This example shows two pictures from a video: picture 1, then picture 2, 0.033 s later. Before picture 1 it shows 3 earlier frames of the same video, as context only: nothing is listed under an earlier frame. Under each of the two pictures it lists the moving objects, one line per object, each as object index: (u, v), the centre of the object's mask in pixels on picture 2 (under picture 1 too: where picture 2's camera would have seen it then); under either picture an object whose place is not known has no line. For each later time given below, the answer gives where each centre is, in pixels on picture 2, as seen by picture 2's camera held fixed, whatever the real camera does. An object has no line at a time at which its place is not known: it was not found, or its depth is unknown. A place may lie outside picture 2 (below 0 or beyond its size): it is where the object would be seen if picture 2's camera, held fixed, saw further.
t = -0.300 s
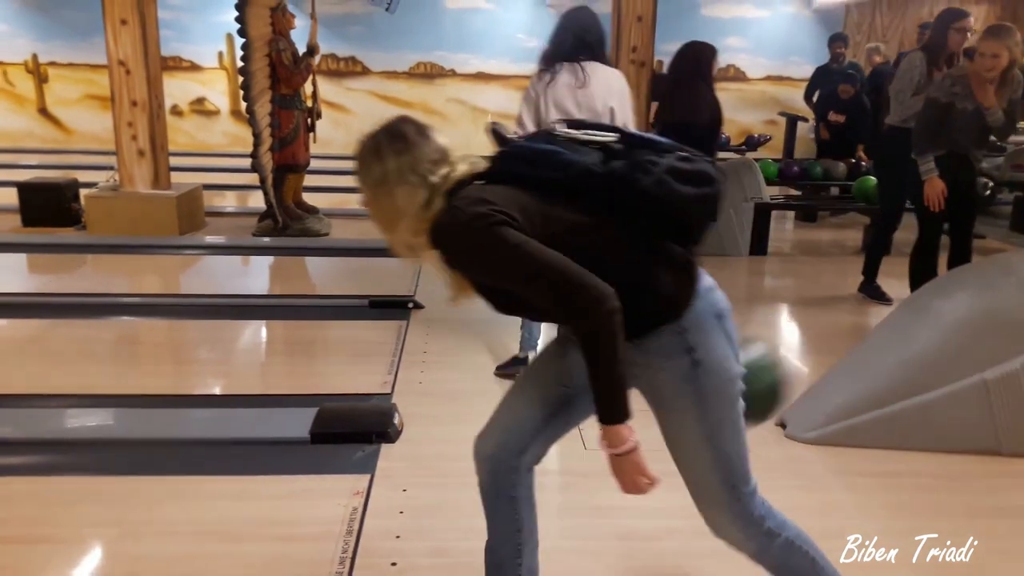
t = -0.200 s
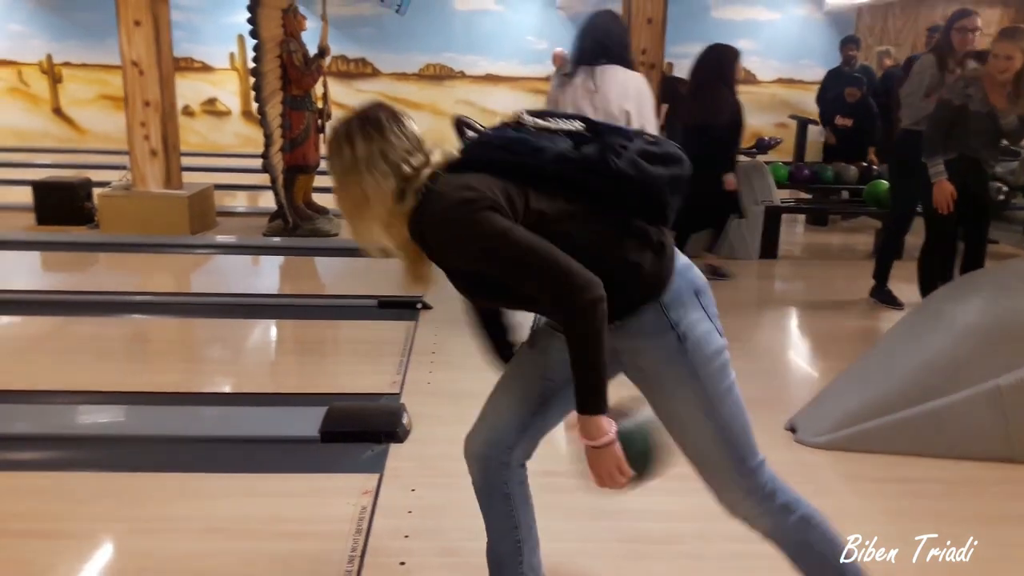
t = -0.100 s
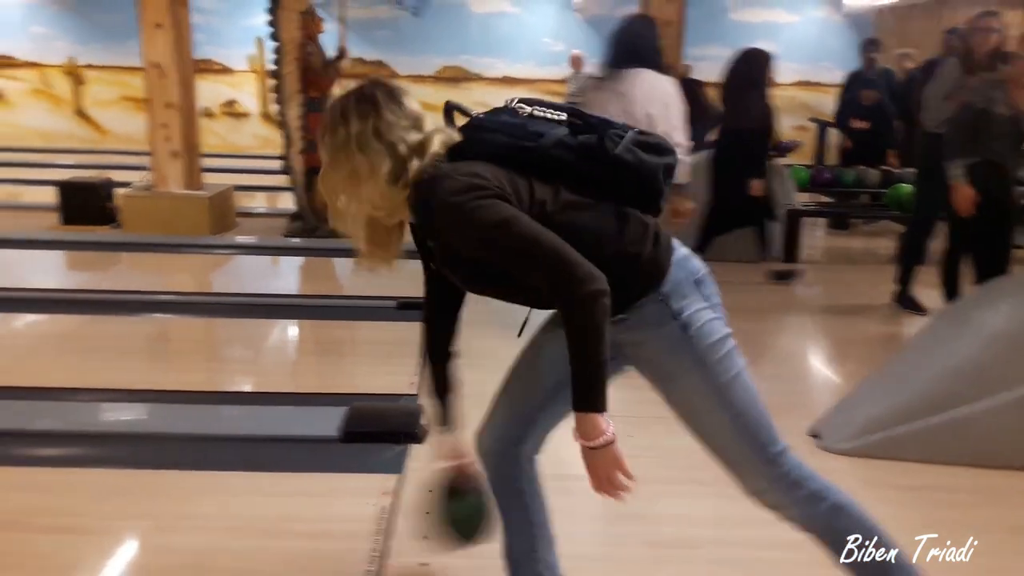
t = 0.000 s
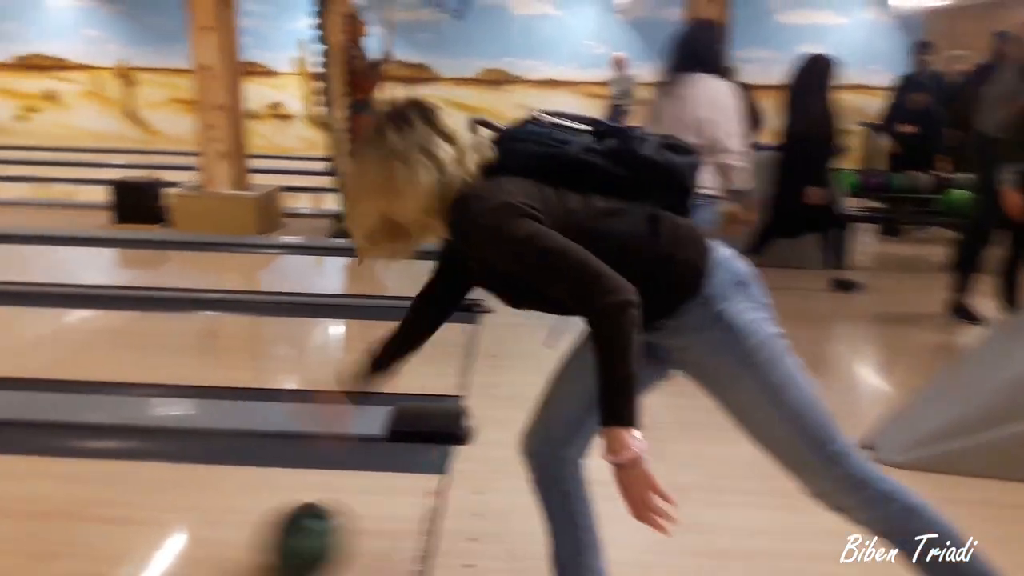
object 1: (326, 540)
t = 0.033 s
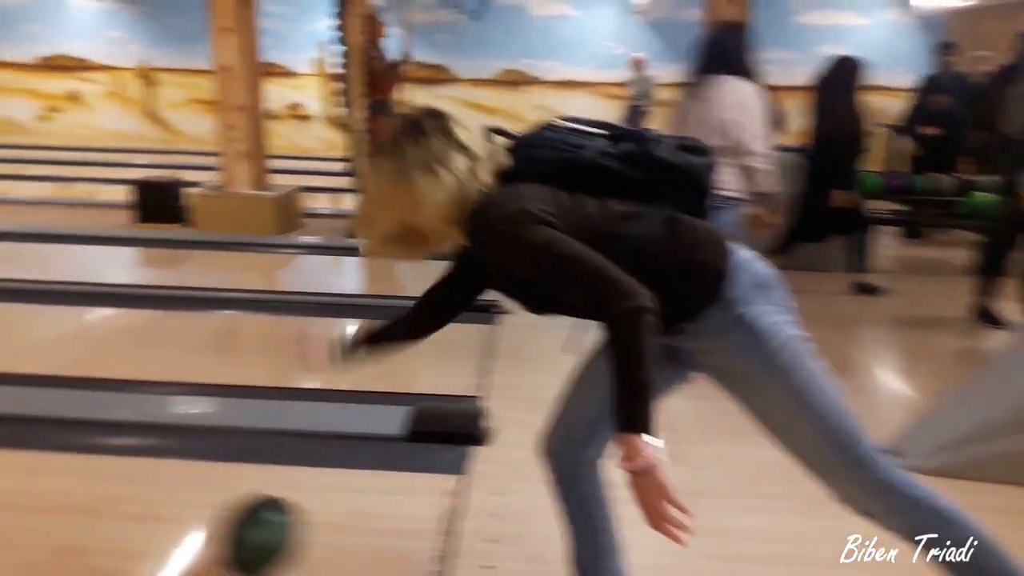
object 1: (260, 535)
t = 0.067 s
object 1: (196, 529)
